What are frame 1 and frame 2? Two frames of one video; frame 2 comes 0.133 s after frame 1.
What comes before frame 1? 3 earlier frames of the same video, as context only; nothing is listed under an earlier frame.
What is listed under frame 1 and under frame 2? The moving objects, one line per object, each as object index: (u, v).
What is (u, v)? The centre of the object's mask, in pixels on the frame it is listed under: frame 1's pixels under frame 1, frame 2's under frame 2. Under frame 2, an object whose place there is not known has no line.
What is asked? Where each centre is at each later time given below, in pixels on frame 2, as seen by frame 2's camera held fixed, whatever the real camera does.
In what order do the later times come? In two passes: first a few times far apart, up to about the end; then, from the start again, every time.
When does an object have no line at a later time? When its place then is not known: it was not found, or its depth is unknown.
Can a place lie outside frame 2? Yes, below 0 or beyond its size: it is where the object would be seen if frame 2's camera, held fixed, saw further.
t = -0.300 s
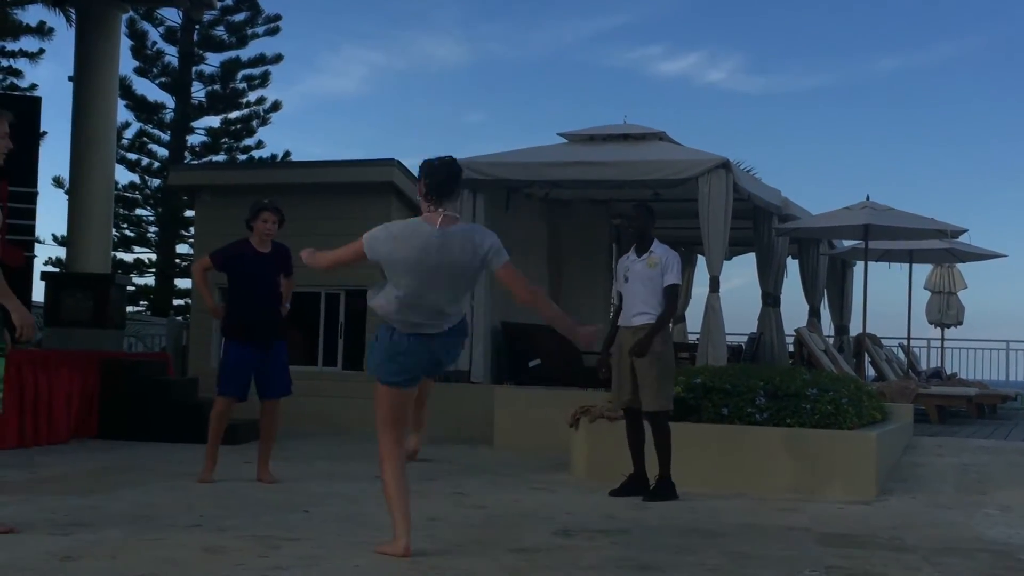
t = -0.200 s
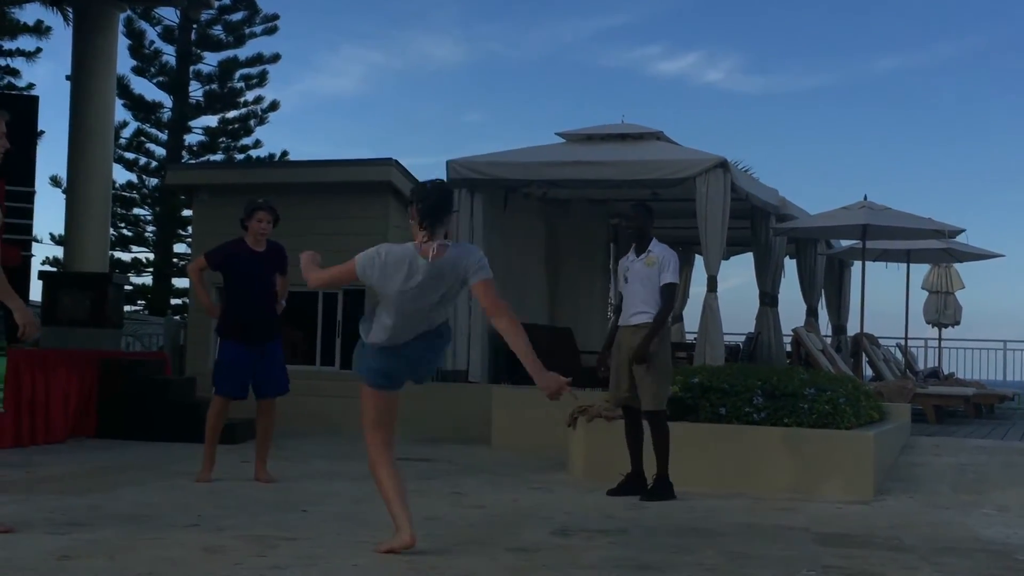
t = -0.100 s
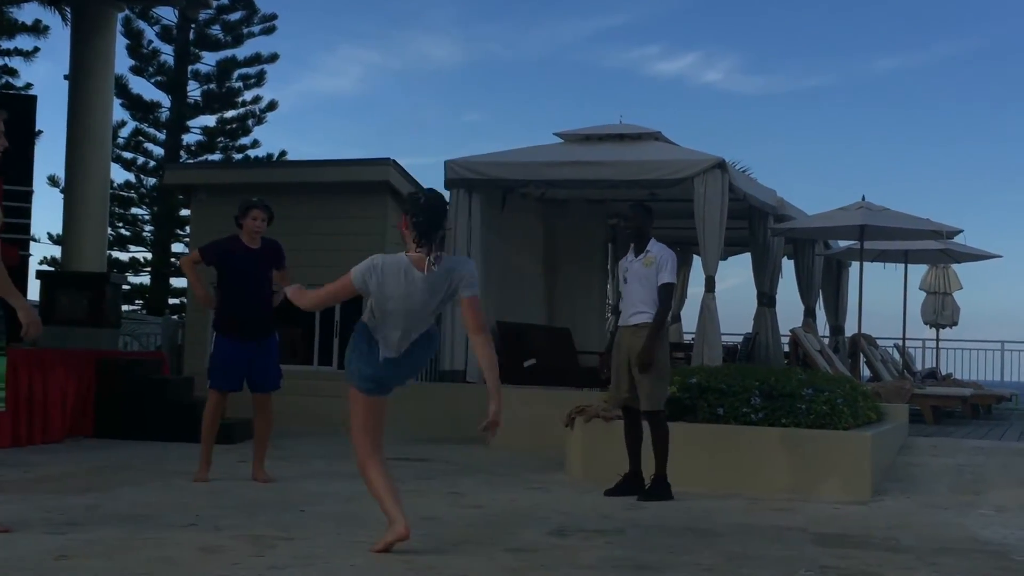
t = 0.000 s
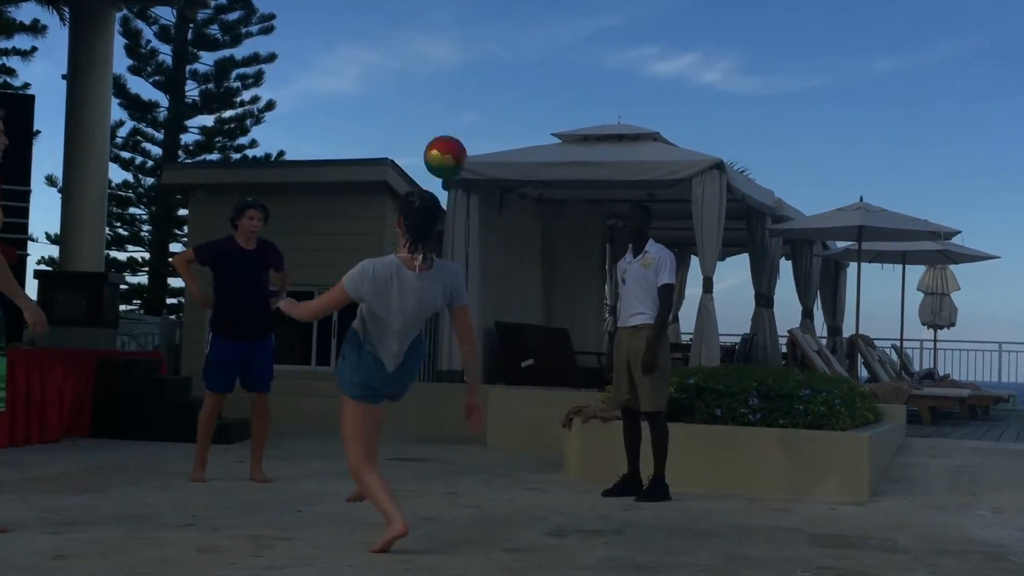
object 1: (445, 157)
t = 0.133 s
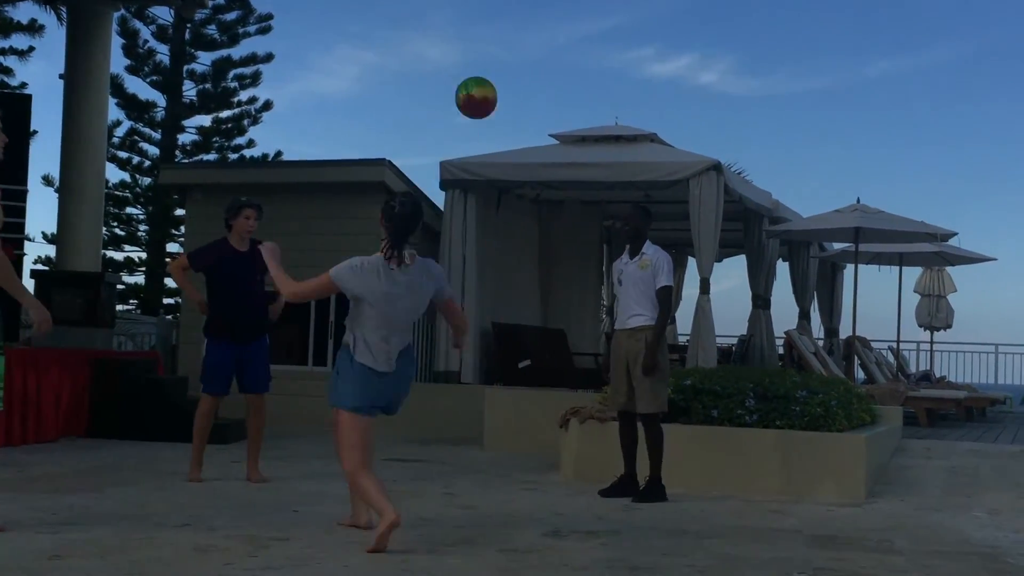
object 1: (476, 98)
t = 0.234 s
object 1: (499, 76)
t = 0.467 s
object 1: (547, 98)
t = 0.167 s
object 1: (484, 88)
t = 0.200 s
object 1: (492, 81)
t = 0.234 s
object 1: (499, 76)
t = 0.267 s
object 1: (507, 73)
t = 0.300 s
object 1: (514, 72)
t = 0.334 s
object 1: (521, 73)
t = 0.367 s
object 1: (528, 77)
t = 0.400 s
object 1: (535, 82)
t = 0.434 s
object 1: (541, 89)
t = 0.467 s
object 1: (547, 98)
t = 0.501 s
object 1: (553, 109)
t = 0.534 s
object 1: (559, 121)
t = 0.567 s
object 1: (565, 136)
